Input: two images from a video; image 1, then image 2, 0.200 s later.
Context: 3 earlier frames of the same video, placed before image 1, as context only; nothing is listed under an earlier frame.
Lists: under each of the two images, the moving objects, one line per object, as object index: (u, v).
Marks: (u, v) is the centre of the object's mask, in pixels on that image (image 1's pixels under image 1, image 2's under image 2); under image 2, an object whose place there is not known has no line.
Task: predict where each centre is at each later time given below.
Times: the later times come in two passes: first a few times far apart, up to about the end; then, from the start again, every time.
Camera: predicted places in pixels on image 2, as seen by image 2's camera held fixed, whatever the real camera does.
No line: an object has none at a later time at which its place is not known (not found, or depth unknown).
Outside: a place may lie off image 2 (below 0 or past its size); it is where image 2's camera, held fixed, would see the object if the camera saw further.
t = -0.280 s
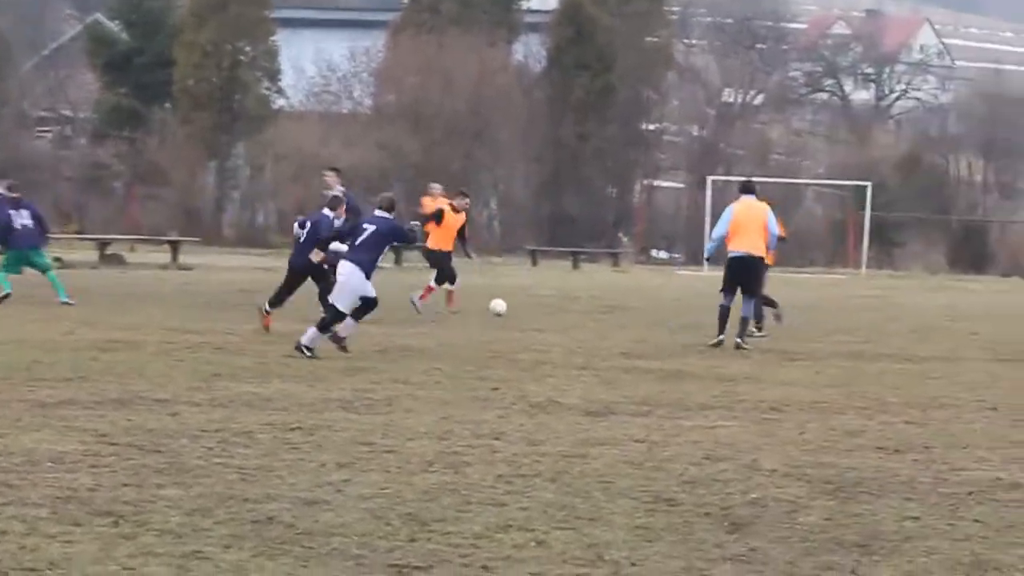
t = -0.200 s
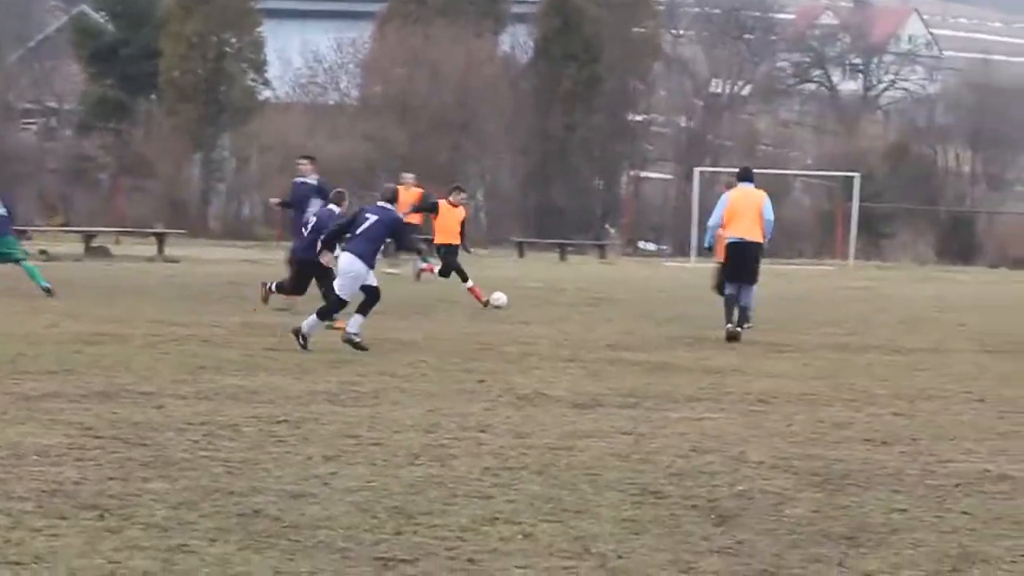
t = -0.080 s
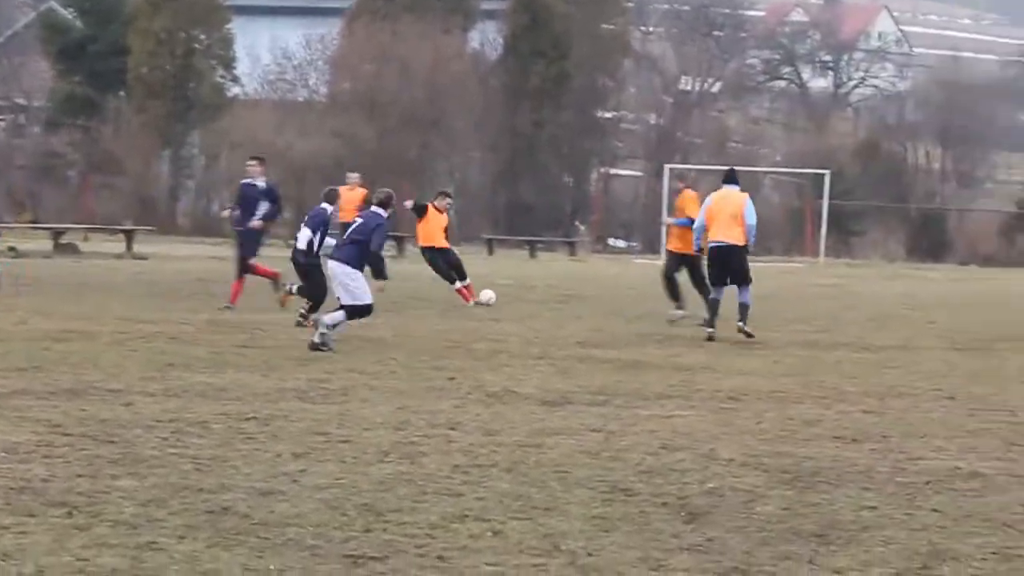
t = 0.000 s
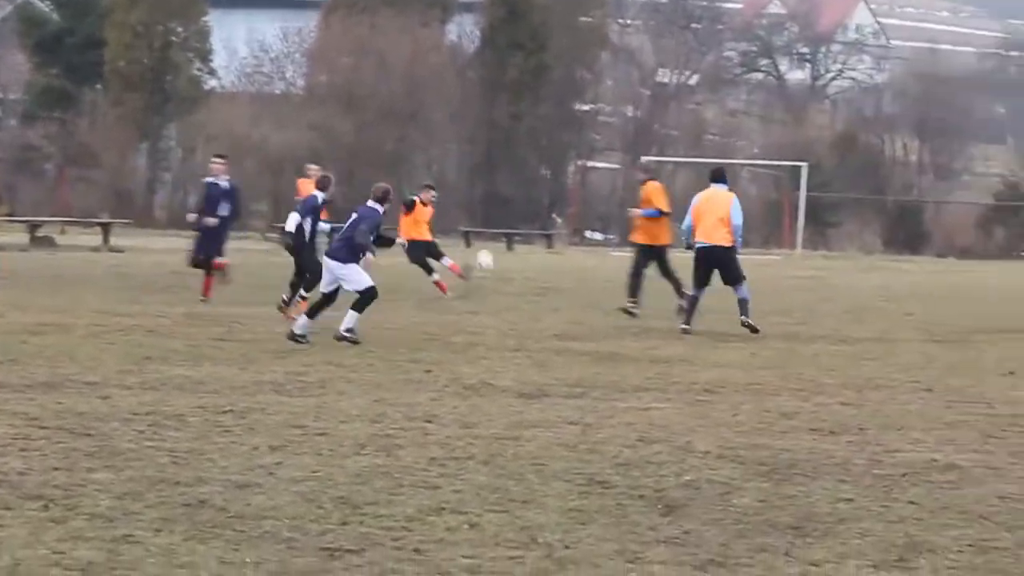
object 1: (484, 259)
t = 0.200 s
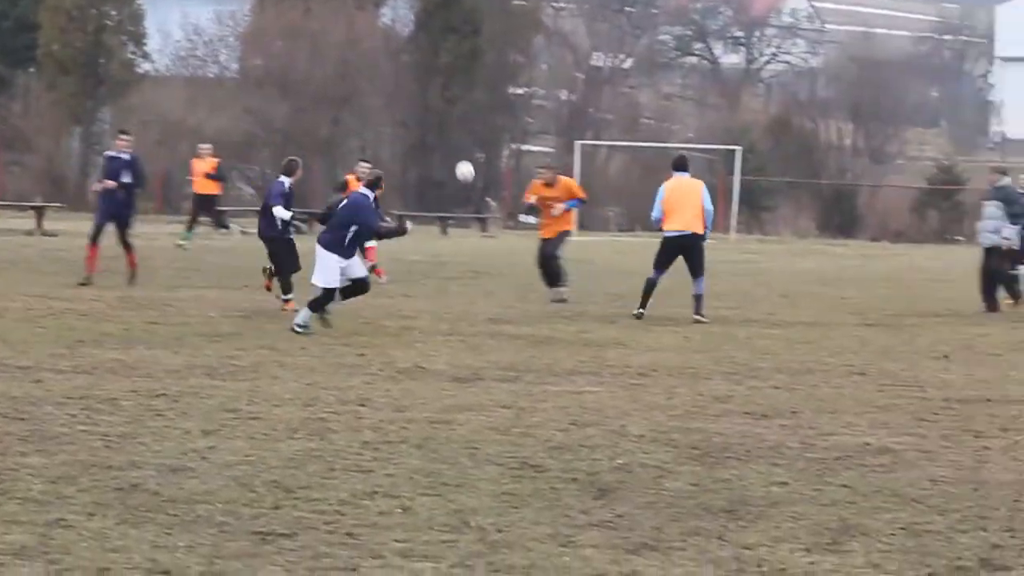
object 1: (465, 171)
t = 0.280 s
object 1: (480, 149)
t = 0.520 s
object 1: (514, 105)
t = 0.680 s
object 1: (527, 96)
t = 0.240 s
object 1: (472, 160)
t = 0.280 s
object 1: (480, 149)
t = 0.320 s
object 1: (486, 139)
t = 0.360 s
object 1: (493, 130)
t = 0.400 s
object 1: (499, 123)
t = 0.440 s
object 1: (504, 115)
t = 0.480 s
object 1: (510, 110)
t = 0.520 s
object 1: (514, 105)
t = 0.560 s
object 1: (518, 100)
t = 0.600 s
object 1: (521, 98)
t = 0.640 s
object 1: (525, 97)
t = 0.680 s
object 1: (527, 96)
